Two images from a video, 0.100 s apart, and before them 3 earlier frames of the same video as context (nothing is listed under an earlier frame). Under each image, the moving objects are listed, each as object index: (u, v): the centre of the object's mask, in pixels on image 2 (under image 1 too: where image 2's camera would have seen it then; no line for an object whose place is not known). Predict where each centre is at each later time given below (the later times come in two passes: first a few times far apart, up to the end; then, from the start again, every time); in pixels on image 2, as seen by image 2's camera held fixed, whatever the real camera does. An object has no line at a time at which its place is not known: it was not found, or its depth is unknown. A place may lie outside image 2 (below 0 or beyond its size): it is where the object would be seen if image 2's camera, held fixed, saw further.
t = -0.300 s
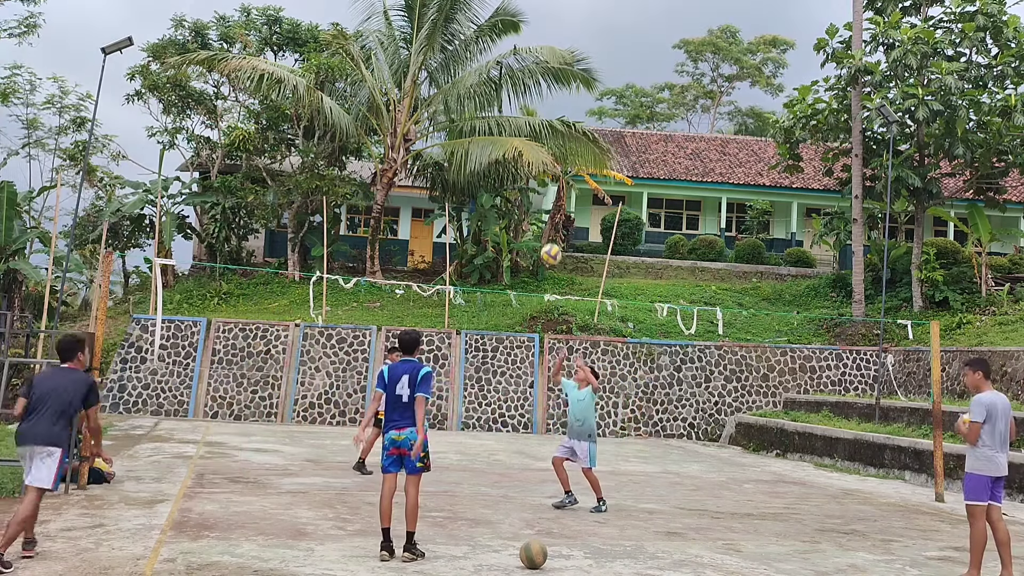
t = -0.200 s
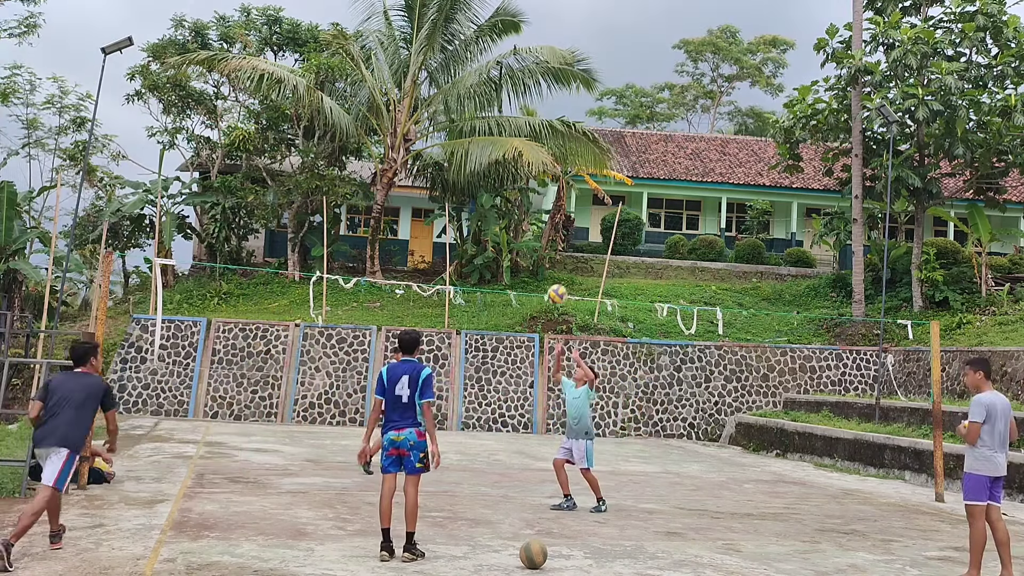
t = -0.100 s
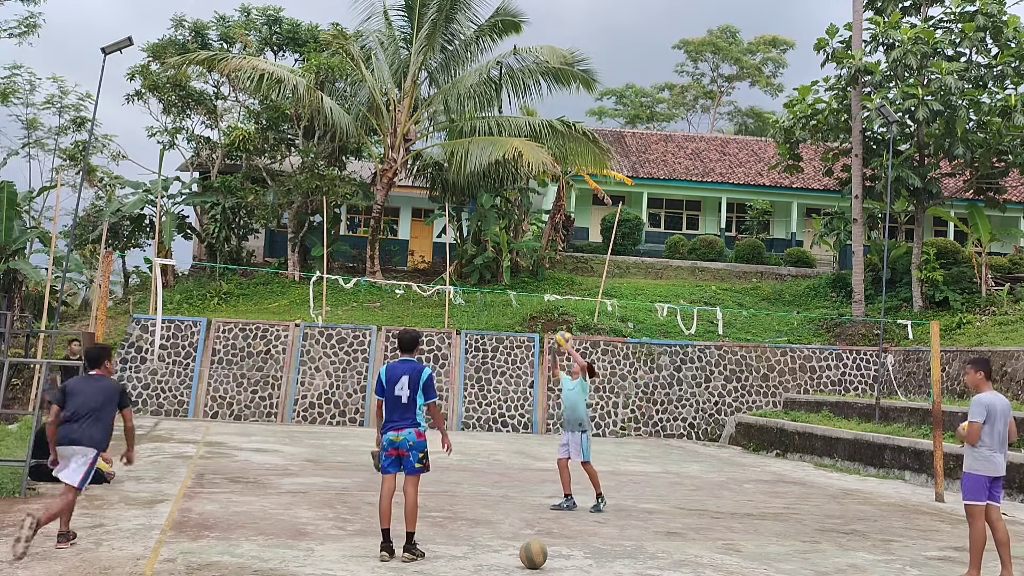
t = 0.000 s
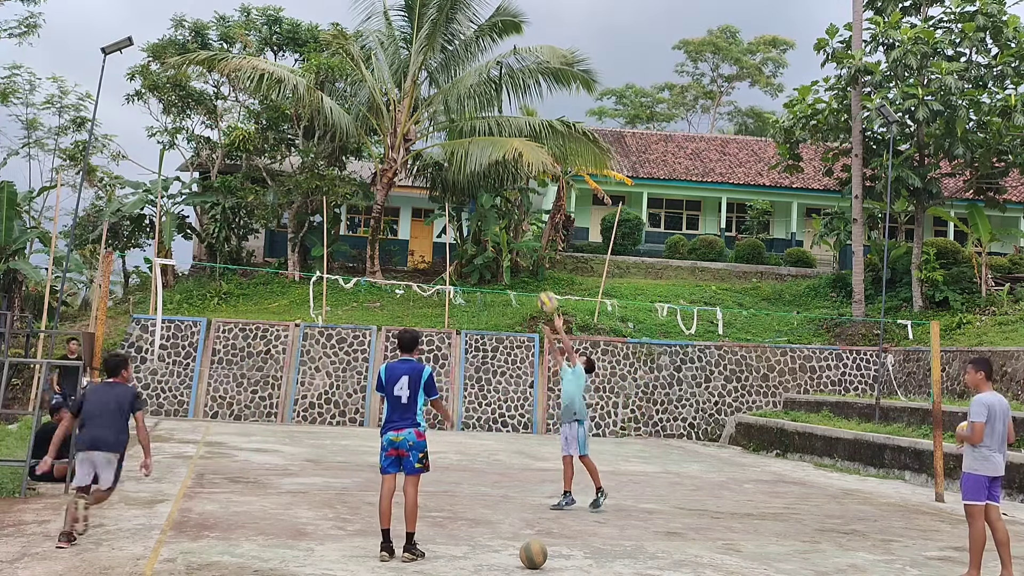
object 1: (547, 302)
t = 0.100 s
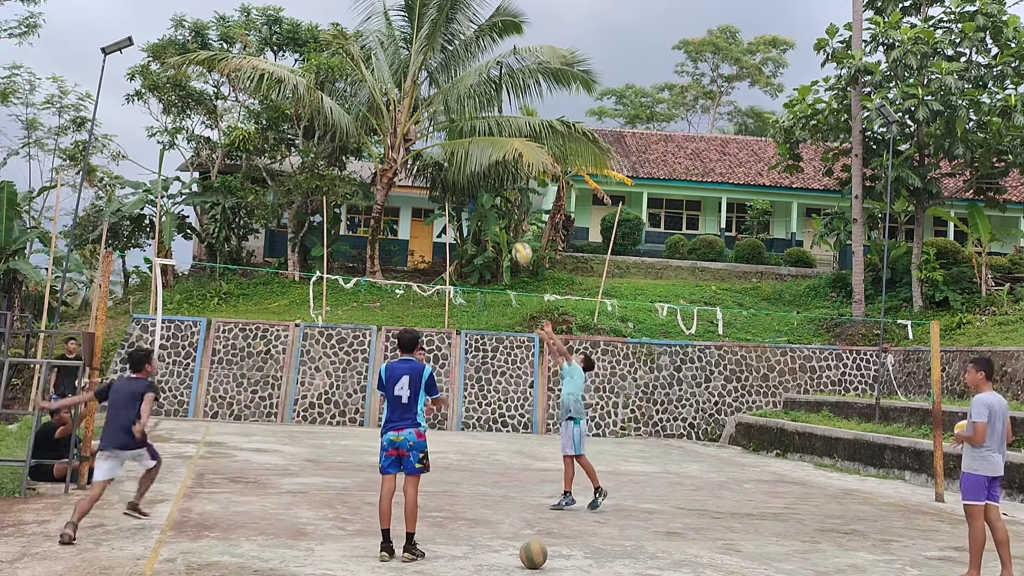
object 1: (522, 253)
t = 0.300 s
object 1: (467, 179)
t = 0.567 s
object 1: (398, 145)
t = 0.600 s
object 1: (394, 145)
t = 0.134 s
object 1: (513, 238)
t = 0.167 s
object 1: (505, 226)
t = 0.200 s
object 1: (496, 213)
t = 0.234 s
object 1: (488, 202)
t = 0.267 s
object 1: (479, 192)
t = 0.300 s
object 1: (467, 179)
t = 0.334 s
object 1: (458, 171)
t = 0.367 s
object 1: (449, 164)
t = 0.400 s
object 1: (441, 159)
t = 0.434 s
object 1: (433, 154)
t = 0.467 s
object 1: (423, 150)
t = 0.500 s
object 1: (415, 147)
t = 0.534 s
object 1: (407, 145)
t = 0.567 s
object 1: (398, 145)
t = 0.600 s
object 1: (394, 145)
